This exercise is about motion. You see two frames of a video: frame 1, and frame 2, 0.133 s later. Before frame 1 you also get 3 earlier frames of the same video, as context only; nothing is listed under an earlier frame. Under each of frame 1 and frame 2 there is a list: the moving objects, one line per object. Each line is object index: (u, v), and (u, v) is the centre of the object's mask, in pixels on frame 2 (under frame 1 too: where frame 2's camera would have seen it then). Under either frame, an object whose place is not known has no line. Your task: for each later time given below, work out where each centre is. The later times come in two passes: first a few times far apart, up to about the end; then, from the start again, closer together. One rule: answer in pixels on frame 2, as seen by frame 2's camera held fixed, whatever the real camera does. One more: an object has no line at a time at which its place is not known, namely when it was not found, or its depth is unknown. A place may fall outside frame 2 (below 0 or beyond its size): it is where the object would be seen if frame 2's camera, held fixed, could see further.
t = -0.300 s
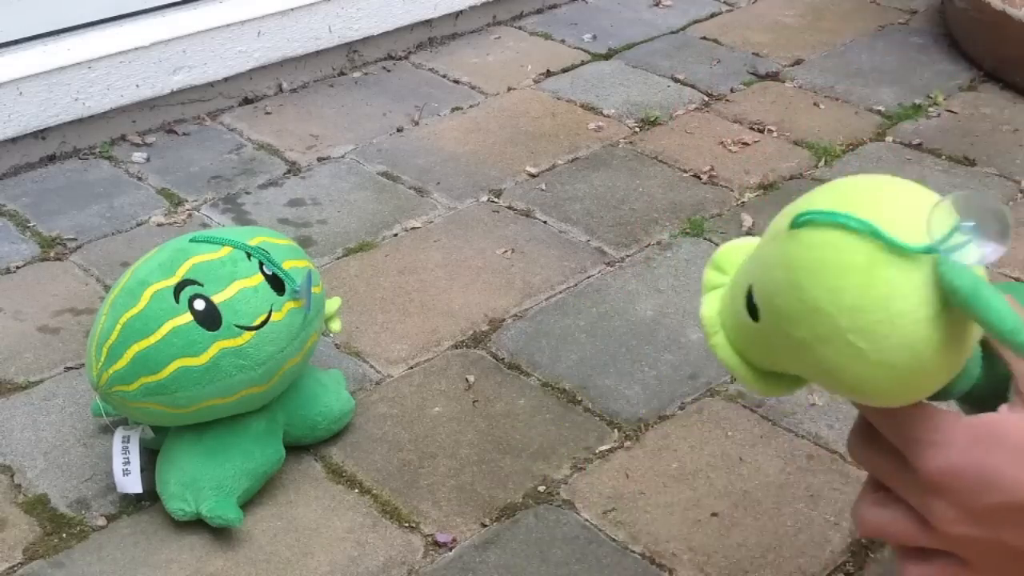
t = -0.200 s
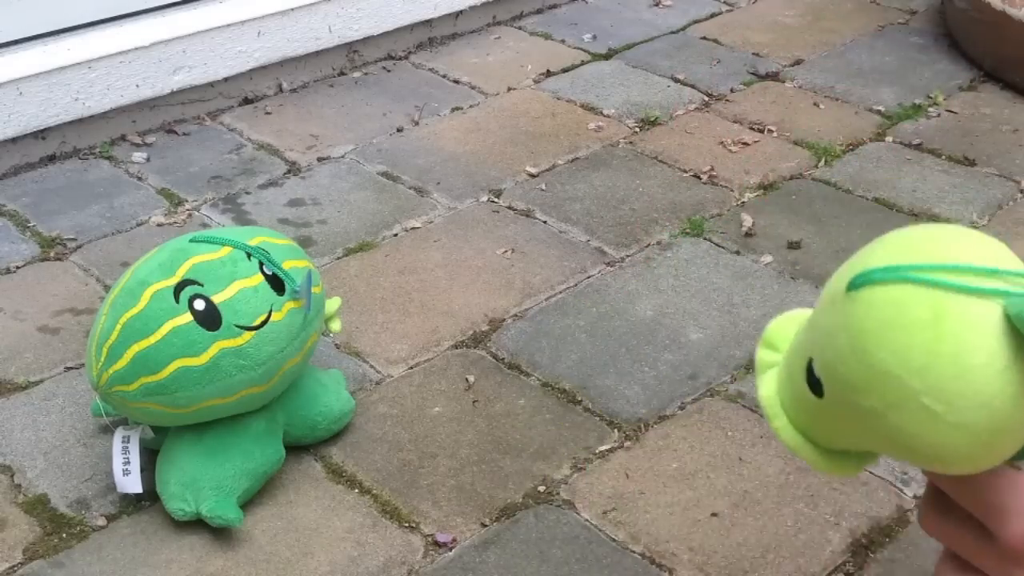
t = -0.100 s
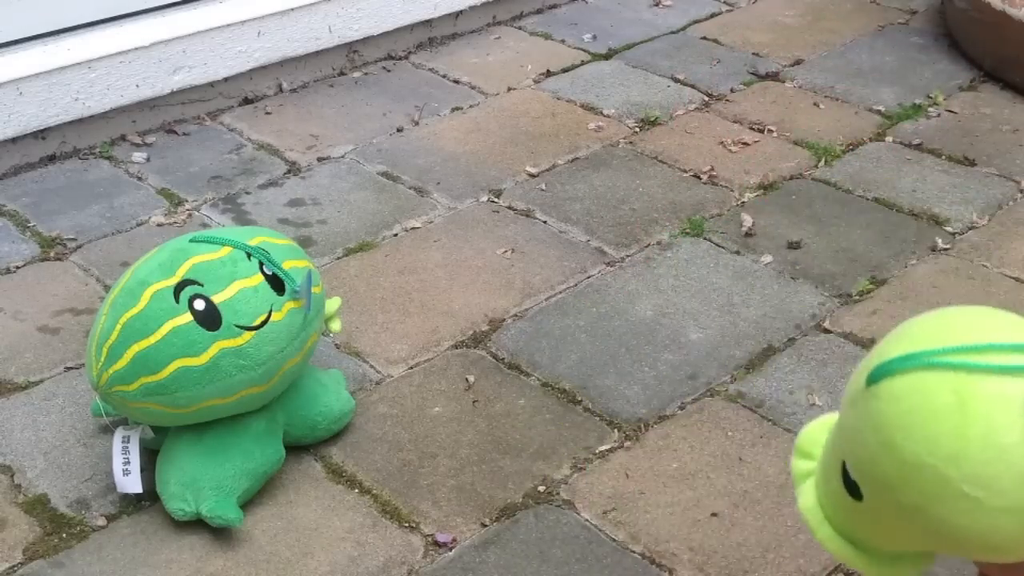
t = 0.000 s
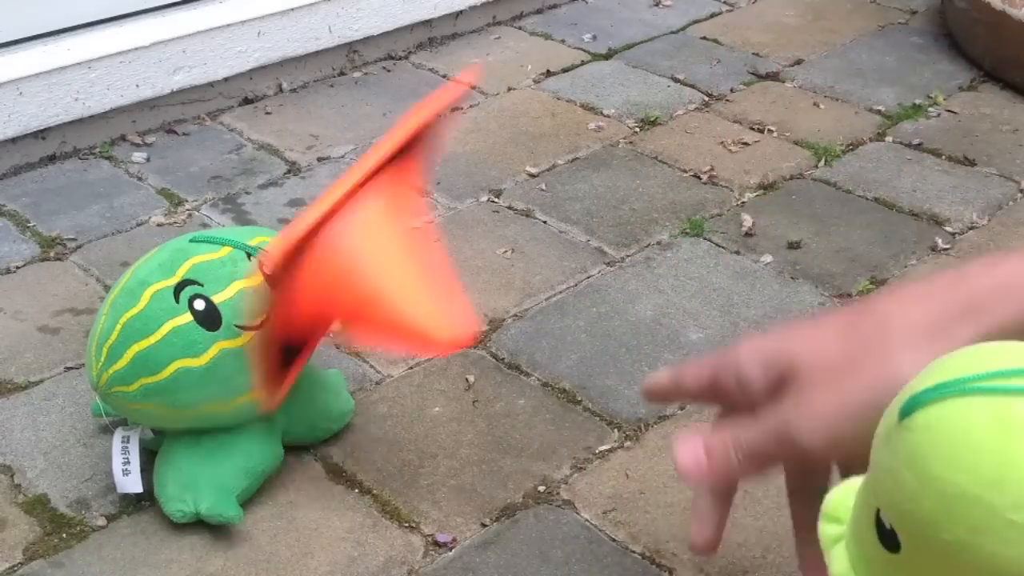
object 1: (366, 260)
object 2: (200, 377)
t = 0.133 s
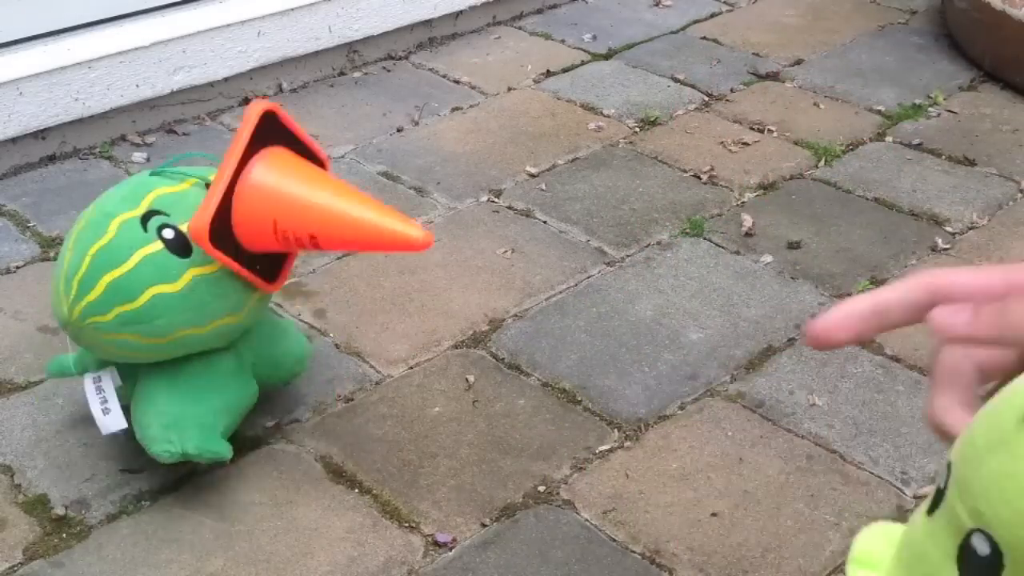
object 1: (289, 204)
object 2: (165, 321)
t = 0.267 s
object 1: (341, 248)
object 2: (176, 348)
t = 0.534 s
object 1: (426, 352)
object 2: (174, 349)
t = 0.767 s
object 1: (491, 344)
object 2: (172, 350)
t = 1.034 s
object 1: (546, 360)
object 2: (172, 350)
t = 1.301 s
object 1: (531, 355)
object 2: (172, 350)
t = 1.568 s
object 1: (532, 356)
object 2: (172, 350)
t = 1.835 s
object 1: (532, 356)
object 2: (172, 350)
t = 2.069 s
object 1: (532, 356)
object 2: (172, 350)
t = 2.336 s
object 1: (532, 356)
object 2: (172, 350)
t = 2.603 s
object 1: (532, 356)
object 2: (172, 350)
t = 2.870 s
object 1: (532, 356)
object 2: (172, 350)
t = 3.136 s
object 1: (532, 356)
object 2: (172, 350)
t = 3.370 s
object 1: (532, 356)
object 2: (172, 350)
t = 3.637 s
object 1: (532, 356)
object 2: (172, 350)
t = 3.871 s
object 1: (532, 356)
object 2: (172, 350)
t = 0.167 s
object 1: (299, 188)
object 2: (172, 325)
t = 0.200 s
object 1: (312, 188)
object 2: (182, 343)
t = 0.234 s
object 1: (325, 208)
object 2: (178, 356)
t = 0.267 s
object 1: (341, 248)
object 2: (176, 348)
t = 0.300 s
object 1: (357, 307)
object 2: (169, 352)
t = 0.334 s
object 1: (371, 373)
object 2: (163, 351)
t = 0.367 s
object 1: (380, 358)
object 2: (162, 350)
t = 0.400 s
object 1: (383, 362)
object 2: (162, 350)
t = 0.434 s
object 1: (387, 359)
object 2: (164, 351)
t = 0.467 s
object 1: (397, 358)
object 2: (169, 350)
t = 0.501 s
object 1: (412, 354)
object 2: (172, 349)
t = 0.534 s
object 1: (426, 352)
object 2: (174, 349)
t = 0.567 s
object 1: (442, 351)
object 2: (173, 349)
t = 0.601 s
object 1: (456, 345)
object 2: (172, 350)
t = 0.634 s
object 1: (466, 344)
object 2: (171, 350)
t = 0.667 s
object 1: (474, 344)
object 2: (172, 350)
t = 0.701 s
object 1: (480, 343)
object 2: (172, 350)
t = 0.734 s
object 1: (486, 344)
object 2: (172, 350)
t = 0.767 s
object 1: (491, 344)
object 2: (172, 350)
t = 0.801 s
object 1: (497, 345)
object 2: (172, 350)
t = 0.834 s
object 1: (505, 346)
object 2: (172, 350)
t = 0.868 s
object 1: (514, 349)
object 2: (172, 350)
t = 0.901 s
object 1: (525, 353)
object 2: (172, 350)
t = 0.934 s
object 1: (536, 357)
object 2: (172, 350)
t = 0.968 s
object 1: (543, 359)
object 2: (172, 350)
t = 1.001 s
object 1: (546, 360)
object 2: (172, 350)
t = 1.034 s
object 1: (546, 360)
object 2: (172, 350)
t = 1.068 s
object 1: (543, 359)
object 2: (172, 350)
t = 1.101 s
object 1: (538, 357)
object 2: (172, 350)
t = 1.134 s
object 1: (533, 355)
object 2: (172, 350)
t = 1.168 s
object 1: (531, 355)
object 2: (172, 350)
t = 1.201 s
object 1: (533, 356)
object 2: (172, 350)
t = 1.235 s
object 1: (534, 356)
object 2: (172, 350)
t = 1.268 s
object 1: (533, 356)
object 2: (172, 350)
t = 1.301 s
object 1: (531, 355)
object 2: (172, 350)
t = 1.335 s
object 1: (533, 356)
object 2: (172, 350)
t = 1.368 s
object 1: (533, 356)
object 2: (172, 350)
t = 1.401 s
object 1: (532, 355)
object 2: (172, 350)
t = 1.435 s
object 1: (532, 355)
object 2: (172, 350)
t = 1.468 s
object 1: (532, 356)
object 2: (172, 350)
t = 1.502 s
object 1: (532, 356)
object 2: (172, 350)
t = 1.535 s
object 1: (532, 356)
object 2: (172, 350)
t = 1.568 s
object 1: (532, 356)
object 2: (172, 350)
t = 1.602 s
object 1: (532, 356)
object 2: (172, 350)
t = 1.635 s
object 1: (532, 356)
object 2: (172, 350)
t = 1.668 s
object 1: (532, 356)
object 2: (172, 350)
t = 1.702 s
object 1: (532, 356)
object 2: (172, 350)
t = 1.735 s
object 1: (532, 356)
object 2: (172, 350)
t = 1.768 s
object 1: (532, 356)
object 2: (172, 350)
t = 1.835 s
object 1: (532, 356)
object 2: (172, 350)
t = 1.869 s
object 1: (532, 356)
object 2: (172, 350)
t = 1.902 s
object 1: (532, 356)
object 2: (172, 350)
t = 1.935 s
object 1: (532, 356)
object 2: (172, 350)
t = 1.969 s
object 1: (532, 356)
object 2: (172, 350)
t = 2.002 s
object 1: (532, 356)
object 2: (172, 350)
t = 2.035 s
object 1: (532, 356)
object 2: (172, 350)
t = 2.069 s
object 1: (532, 356)
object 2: (172, 350)
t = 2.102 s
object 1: (532, 356)
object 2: (172, 350)
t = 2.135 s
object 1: (532, 356)
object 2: (172, 350)
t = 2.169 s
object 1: (532, 356)
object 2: (172, 350)
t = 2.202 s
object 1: (532, 356)
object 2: (172, 350)
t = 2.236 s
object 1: (532, 356)
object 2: (172, 350)
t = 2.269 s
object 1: (532, 356)
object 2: (172, 350)
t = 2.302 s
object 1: (532, 356)
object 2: (172, 350)
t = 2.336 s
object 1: (532, 356)
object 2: (172, 350)
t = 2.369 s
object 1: (532, 356)
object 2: (172, 350)
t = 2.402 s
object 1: (532, 356)
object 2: (172, 350)
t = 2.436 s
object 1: (532, 356)
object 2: (172, 350)
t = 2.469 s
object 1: (532, 356)
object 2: (172, 350)
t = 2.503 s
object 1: (532, 356)
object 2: (172, 350)
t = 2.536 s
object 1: (532, 356)
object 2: (172, 350)
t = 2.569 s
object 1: (532, 356)
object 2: (172, 350)
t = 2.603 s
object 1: (532, 356)
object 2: (172, 350)
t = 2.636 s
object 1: (532, 356)
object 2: (172, 350)
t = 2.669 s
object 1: (532, 356)
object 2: (172, 350)
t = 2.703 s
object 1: (532, 356)
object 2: (172, 350)
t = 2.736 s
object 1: (532, 356)
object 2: (172, 350)
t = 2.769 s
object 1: (532, 356)
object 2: (172, 350)
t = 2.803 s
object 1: (532, 356)
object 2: (172, 350)
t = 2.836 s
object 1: (532, 356)
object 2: (172, 350)
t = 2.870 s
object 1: (532, 356)
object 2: (172, 350)
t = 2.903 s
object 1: (532, 356)
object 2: (172, 350)
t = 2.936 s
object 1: (532, 356)
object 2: (172, 350)
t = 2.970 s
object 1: (532, 356)
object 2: (172, 350)
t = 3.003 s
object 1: (532, 356)
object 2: (172, 350)
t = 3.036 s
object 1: (532, 356)
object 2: (172, 350)
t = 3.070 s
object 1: (532, 356)
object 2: (172, 350)
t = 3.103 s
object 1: (532, 356)
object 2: (172, 350)
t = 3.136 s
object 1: (532, 356)
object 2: (172, 350)
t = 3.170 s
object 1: (532, 356)
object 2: (172, 350)
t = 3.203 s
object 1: (532, 356)
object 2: (172, 350)
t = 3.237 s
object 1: (532, 356)
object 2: (172, 350)
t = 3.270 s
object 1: (532, 356)
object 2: (172, 350)
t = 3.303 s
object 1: (532, 356)
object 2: (172, 350)
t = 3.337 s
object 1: (532, 356)
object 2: (172, 350)
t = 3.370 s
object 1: (532, 356)
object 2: (172, 350)
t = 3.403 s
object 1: (532, 356)
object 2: (172, 350)
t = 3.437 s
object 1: (532, 356)
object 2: (172, 350)
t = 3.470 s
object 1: (532, 356)
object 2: (172, 350)
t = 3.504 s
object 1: (532, 356)
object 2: (172, 350)
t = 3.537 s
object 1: (532, 356)
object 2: (172, 350)
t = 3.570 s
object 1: (532, 356)
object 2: (172, 350)
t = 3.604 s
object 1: (532, 356)
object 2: (172, 350)
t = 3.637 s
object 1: (532, 356)
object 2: (172, 350)
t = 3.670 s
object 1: (532, 356)
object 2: (172, 350)
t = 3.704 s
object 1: (532, 356)
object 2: (172, 350)
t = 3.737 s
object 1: (532, 356)
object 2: (172, 350)
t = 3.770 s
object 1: (532, 356)
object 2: (172, 350)
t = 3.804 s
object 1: (532, 356)
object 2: (172, 350)
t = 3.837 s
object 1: (532, 356)
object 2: (172, 350)
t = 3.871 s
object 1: (532, 356)
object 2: (172, 350)
